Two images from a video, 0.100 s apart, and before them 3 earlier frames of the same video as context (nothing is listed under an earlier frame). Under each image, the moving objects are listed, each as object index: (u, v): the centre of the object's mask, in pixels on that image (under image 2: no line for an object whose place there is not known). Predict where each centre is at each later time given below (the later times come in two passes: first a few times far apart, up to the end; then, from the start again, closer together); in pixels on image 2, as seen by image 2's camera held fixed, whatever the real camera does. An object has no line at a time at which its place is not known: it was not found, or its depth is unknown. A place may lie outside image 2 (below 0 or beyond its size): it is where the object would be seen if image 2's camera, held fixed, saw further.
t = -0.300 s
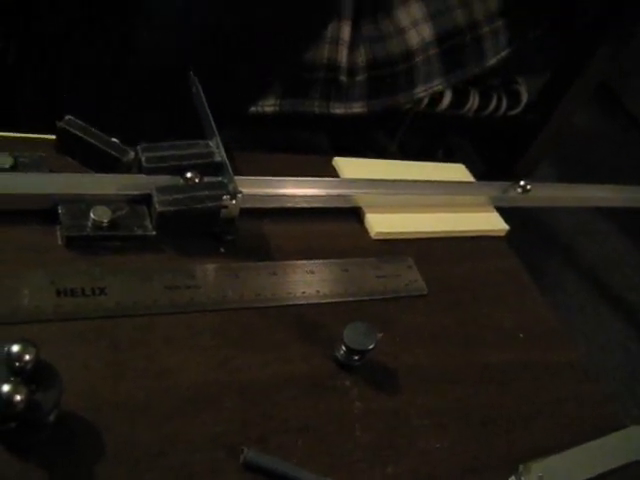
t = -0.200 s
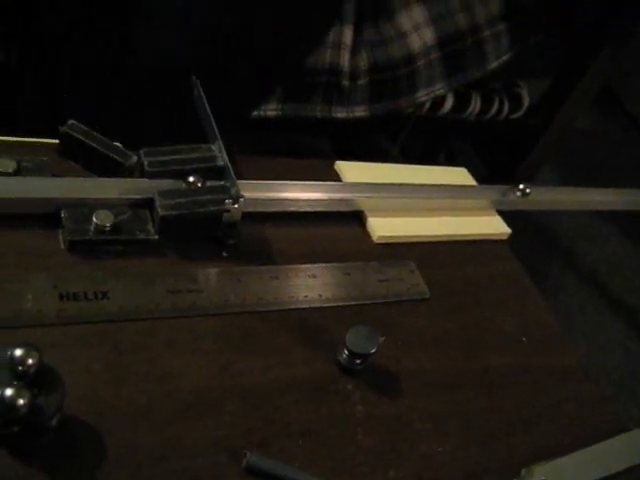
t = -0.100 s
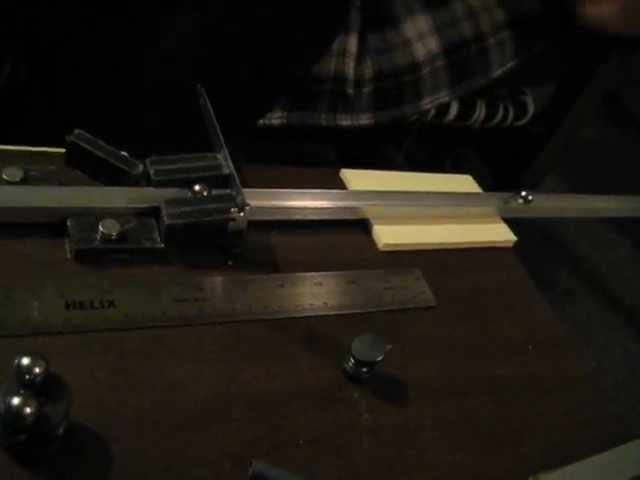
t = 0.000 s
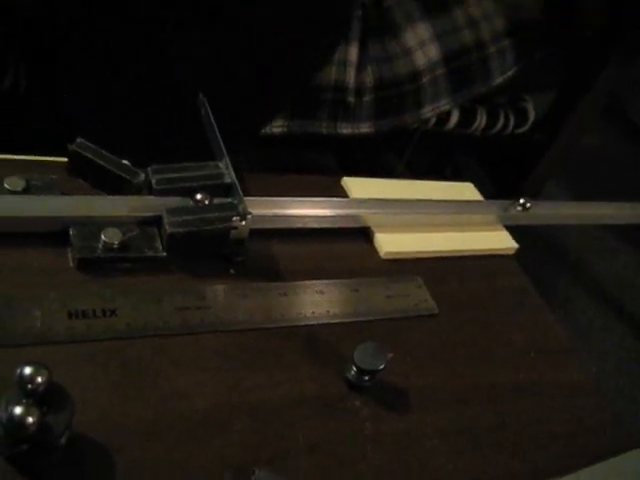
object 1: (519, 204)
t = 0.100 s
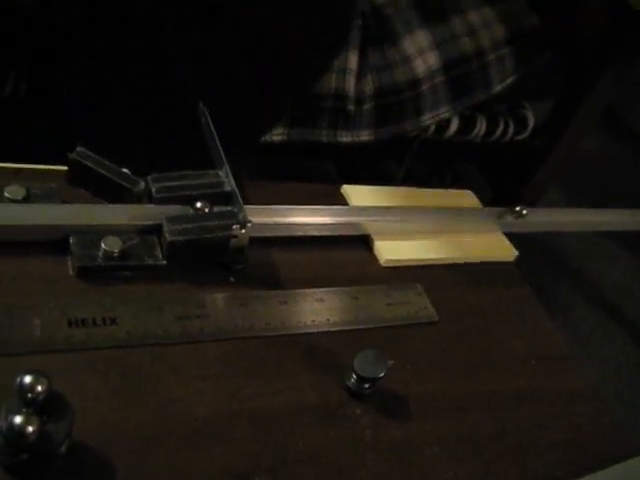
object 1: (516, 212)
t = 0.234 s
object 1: (510, 212)
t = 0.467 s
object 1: (501, 212)
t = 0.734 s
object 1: (487, 212)
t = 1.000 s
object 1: (473, 211)
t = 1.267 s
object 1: (455, 210)
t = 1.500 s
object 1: (437, 210)
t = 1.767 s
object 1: (414, 210)
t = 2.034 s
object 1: (388, 209)
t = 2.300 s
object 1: (358, 210)
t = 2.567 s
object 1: (325, 211)
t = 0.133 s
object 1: (515, 211)
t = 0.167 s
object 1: (514, 211)
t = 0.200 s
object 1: (512, 211)
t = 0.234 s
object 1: (510, 212)
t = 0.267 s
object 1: (508, 212)
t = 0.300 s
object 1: (507, 212)
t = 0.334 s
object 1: (506, 212)
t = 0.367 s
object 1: (505, 212)
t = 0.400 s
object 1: (503, 212)
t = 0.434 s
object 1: (502, 212)
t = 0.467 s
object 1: (501, 212)
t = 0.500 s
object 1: (498, 212)
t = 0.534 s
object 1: (497, 212)
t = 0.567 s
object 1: (496, 212)
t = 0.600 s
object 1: (494, 212)
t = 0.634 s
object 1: (492, 212)
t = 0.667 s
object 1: (490, 212)
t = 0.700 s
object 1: (489, 212)
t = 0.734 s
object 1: (487, 212)
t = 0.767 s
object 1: (485, 212)
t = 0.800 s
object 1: (483, 212)
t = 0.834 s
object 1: (481, 211)
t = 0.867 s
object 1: (479, 211)
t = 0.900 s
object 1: (477, 211)
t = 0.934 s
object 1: (476, 211)
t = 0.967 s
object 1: (475, 211)
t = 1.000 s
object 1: (473, 211)
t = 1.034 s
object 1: (471, 210)
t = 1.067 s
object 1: (468, 210)
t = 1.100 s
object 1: (466, 210)
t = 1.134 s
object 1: (464, 211)
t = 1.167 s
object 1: (462, 210)
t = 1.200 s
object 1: (459, 210)
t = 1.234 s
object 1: (457, 210)
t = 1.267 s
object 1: (455, 210)
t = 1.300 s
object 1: (453, 210)
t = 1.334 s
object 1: (450, 210)
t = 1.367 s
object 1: (447, 210)
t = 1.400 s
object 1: (445, 210)
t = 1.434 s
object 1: (442, 210)
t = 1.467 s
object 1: (439, 210)
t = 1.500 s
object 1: (437, 210)
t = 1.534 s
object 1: (434, 210)
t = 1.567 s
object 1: (432, 210)
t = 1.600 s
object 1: (429, 210)
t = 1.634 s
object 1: (425, 210)
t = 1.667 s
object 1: (423, 210)
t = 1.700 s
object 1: (420, 210)
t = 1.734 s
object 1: (417, 210)
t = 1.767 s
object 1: (414, 210)
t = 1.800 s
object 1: (411, 210)
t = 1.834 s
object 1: (408, 210)
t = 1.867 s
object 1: (405, 210)
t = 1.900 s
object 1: (401, 210)
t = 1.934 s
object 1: (398, 209)
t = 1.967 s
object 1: (395, 209)
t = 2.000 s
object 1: (391, 209)
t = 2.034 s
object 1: (388, 209)
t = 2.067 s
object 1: (385, 209)
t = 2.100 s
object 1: (381, 209)
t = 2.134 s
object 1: (377, 210)
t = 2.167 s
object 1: (373, 209)
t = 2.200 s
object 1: (369, 210)
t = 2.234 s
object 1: (366, 210)
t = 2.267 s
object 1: (362, 210)
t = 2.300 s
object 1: (358, 210)
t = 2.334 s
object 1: (355, 210)
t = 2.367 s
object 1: (351, 210)
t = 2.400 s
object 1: (347, 210)
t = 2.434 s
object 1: (342, 210)
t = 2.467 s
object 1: (338, 211)
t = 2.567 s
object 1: (325, 211)
